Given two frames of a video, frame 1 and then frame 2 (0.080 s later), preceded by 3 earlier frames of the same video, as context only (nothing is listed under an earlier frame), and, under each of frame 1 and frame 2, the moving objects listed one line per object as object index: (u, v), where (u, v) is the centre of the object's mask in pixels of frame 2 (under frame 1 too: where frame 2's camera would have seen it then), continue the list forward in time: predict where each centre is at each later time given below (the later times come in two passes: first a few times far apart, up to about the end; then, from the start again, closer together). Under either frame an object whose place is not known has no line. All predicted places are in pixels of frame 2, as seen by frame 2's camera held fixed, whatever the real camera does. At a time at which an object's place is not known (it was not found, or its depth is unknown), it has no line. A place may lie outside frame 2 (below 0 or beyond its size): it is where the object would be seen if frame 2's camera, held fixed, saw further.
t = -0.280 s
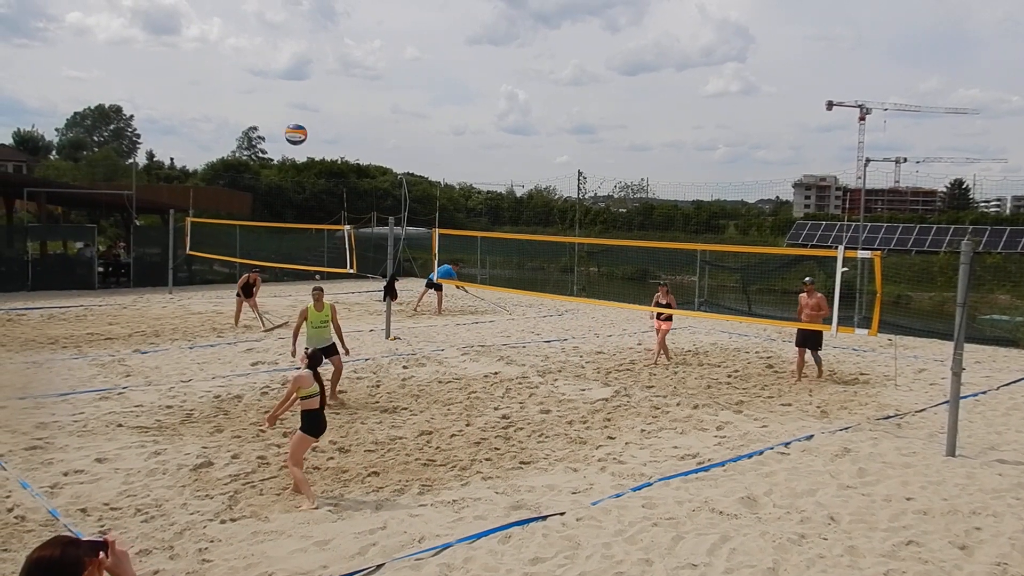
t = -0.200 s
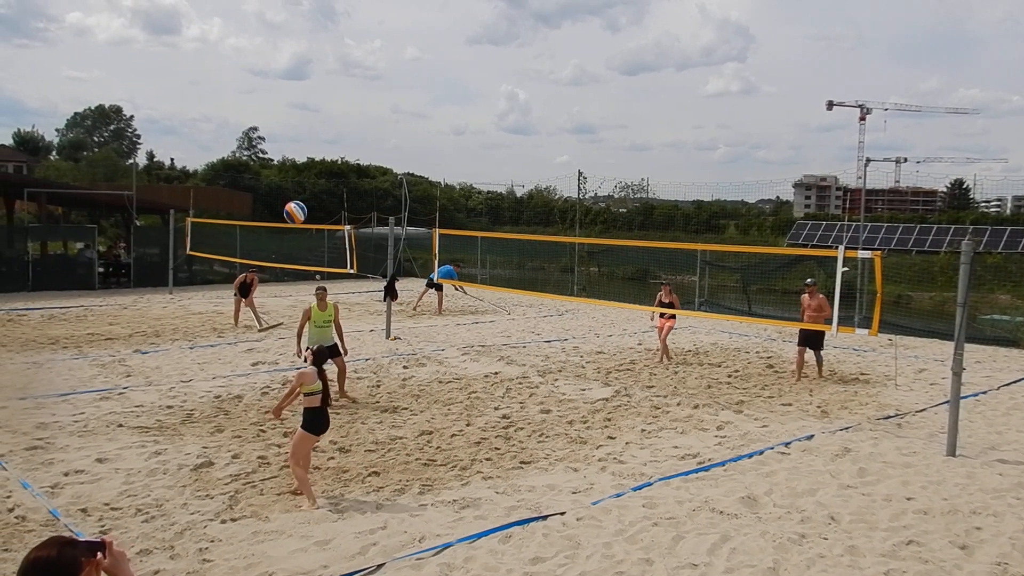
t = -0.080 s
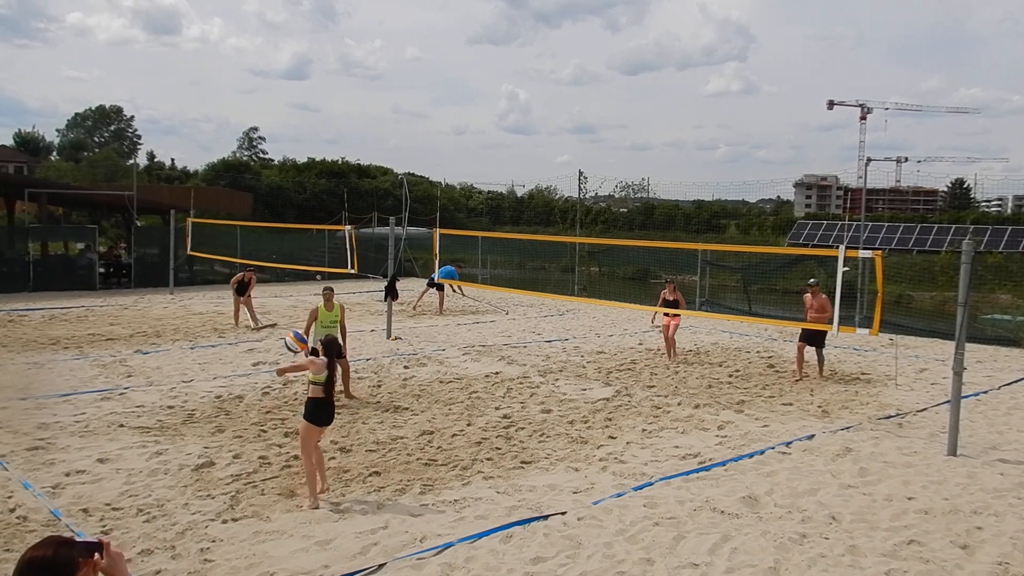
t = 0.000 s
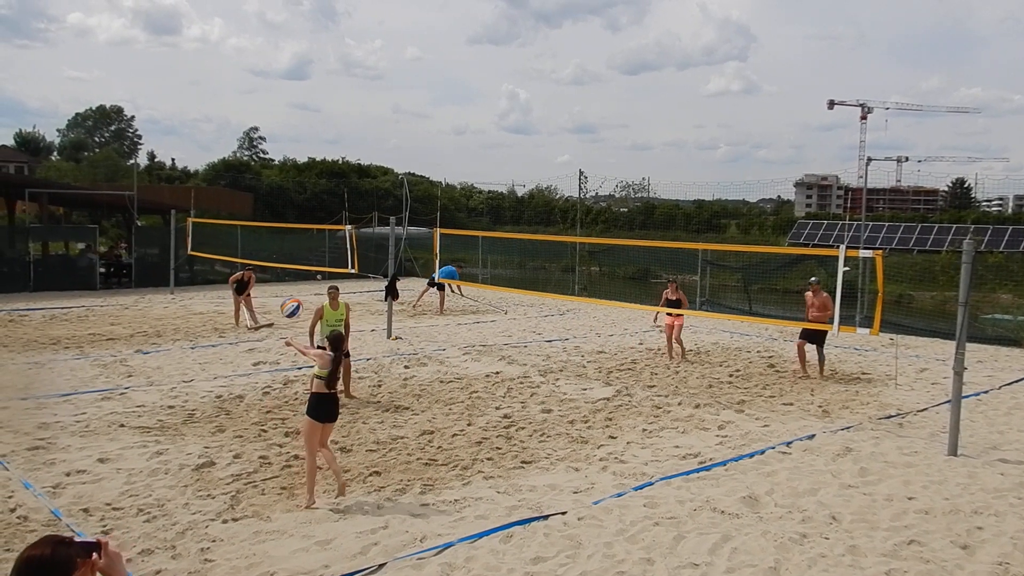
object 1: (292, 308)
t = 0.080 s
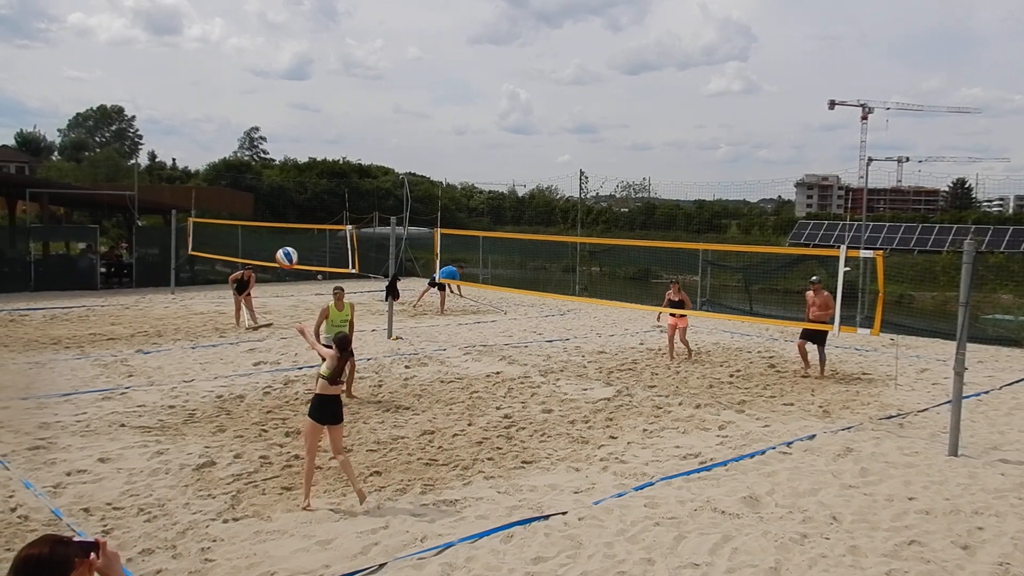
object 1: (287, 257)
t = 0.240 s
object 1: (276, 177)
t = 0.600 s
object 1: (253, 96)
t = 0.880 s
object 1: (237, 121)
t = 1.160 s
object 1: (223, 212)
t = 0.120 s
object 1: (284, 235)
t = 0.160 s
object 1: (281, 214)
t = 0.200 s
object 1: (279, 195)
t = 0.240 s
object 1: (276, 177)
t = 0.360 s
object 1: (268, 136)
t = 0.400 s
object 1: (266, 125)
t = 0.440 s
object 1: (264, 116)
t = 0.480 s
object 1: (261, 109)
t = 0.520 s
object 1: (258, 103)
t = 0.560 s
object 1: (256, 99)
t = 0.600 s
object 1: (253, 96)
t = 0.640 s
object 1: (251, 95)
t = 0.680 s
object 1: (249, 96)
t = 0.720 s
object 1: (247, 98)
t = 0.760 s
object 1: (244, 101)
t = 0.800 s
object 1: (242, 106)
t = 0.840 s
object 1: (240, 113)
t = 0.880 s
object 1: (237, 121)
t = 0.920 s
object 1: (235, 130)
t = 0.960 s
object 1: (233, 140)
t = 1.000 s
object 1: (231, 153)
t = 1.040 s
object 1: (229, 166)
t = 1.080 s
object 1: (227, 180)
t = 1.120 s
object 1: (225, 196)
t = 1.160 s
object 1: (223, 212)
